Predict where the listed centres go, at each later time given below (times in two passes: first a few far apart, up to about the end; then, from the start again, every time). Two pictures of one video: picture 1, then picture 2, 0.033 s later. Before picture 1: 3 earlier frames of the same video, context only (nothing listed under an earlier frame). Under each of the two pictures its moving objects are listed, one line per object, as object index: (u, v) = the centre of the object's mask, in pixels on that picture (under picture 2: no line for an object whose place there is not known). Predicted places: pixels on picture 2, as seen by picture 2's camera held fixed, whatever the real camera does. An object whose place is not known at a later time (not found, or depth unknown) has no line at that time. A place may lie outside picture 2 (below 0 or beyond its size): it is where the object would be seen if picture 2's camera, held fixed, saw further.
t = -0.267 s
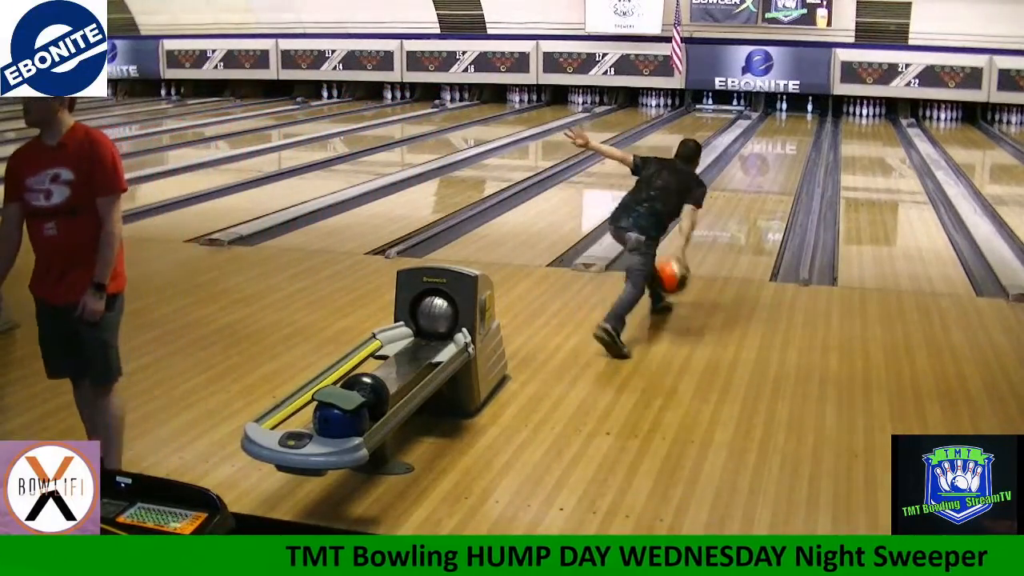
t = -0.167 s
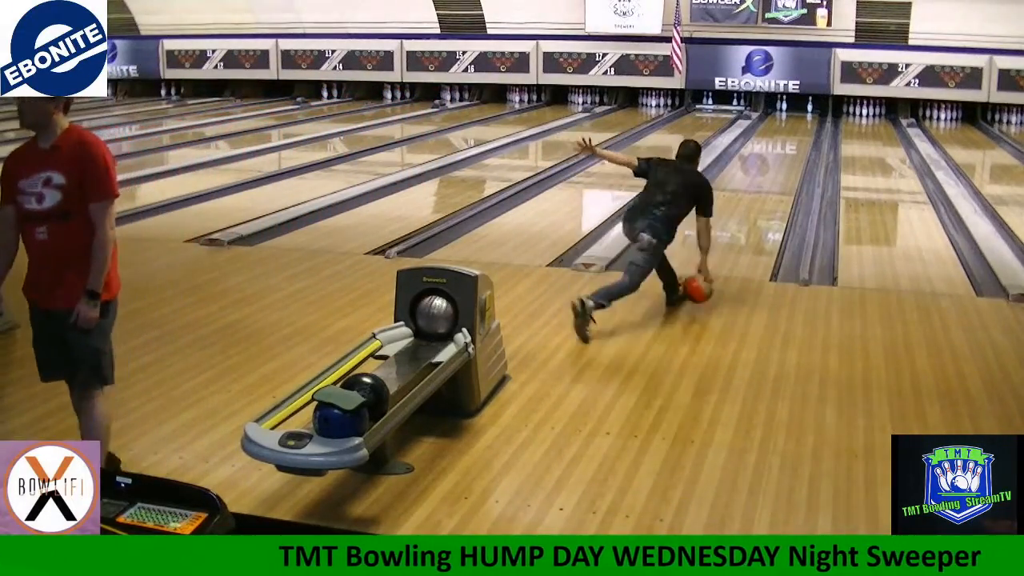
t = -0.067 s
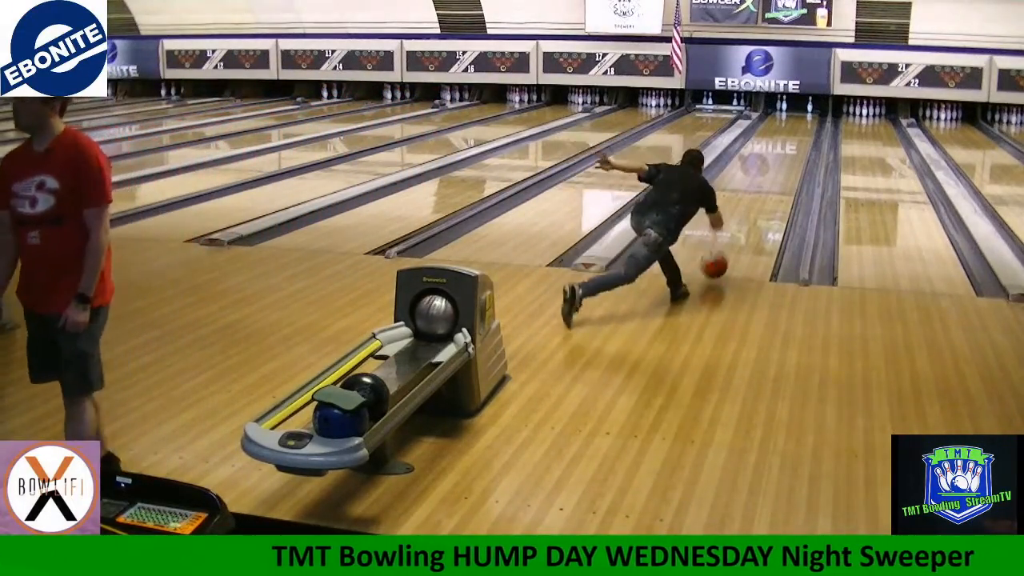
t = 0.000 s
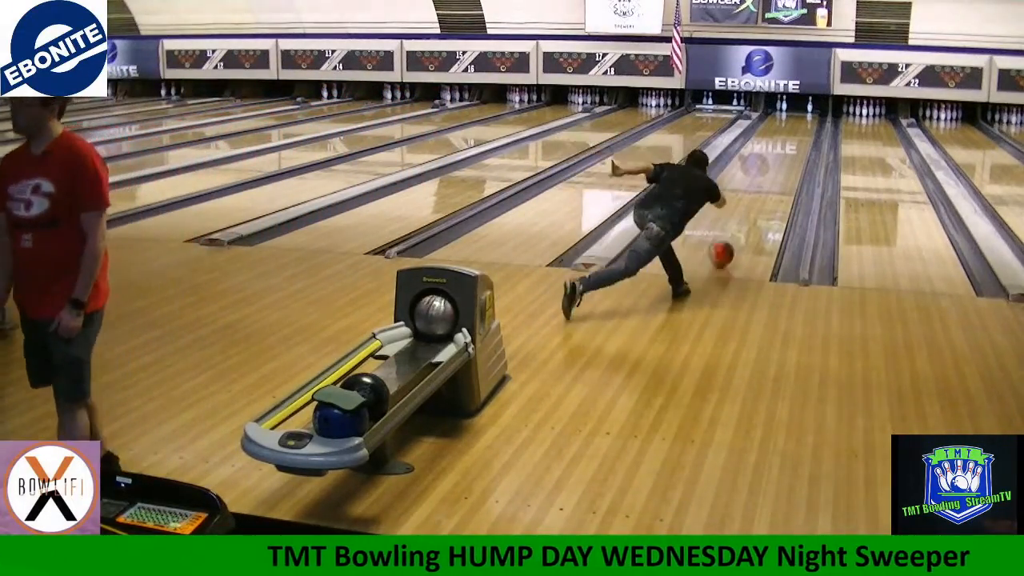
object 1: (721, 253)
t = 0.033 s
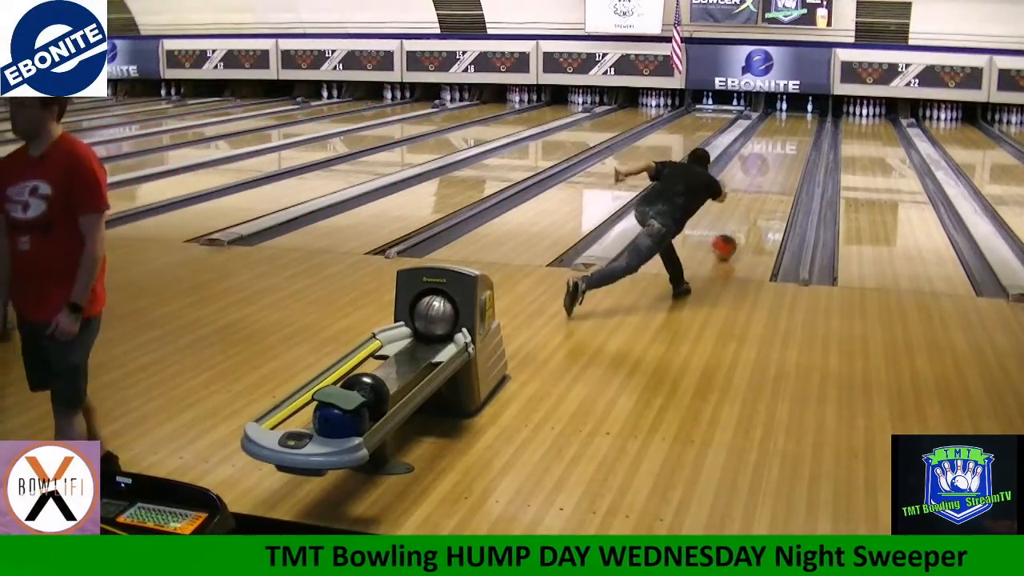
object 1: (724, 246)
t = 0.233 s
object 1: (740, 214)
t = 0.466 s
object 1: (752, 186)
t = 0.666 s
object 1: (760, 167)
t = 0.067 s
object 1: (727, 241)
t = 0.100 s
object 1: (729, 235)
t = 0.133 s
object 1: (731, 229)
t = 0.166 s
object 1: (734, 224)
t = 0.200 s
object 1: (738, 219)
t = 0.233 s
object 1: (740, 214)
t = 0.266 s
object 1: (743, 209)
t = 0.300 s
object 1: (744, 204)
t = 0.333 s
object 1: (746, 200)
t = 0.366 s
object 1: (746, 196)
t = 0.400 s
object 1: (748, 192)
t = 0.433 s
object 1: (750, 189)
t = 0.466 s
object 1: (752, 186)
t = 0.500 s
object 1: (754, 182)
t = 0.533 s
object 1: (756, 178)
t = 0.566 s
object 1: (758, 174)
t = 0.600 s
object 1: (758, 173)
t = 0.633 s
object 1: (759, 170)
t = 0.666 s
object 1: (760, 167)
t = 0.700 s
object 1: (762, 165)
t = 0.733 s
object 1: (763, 162)
